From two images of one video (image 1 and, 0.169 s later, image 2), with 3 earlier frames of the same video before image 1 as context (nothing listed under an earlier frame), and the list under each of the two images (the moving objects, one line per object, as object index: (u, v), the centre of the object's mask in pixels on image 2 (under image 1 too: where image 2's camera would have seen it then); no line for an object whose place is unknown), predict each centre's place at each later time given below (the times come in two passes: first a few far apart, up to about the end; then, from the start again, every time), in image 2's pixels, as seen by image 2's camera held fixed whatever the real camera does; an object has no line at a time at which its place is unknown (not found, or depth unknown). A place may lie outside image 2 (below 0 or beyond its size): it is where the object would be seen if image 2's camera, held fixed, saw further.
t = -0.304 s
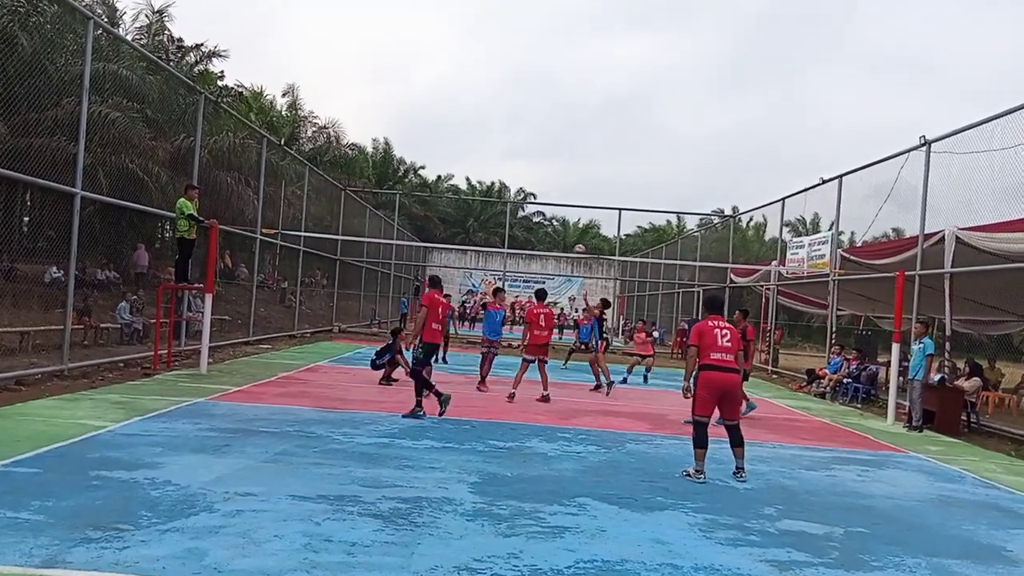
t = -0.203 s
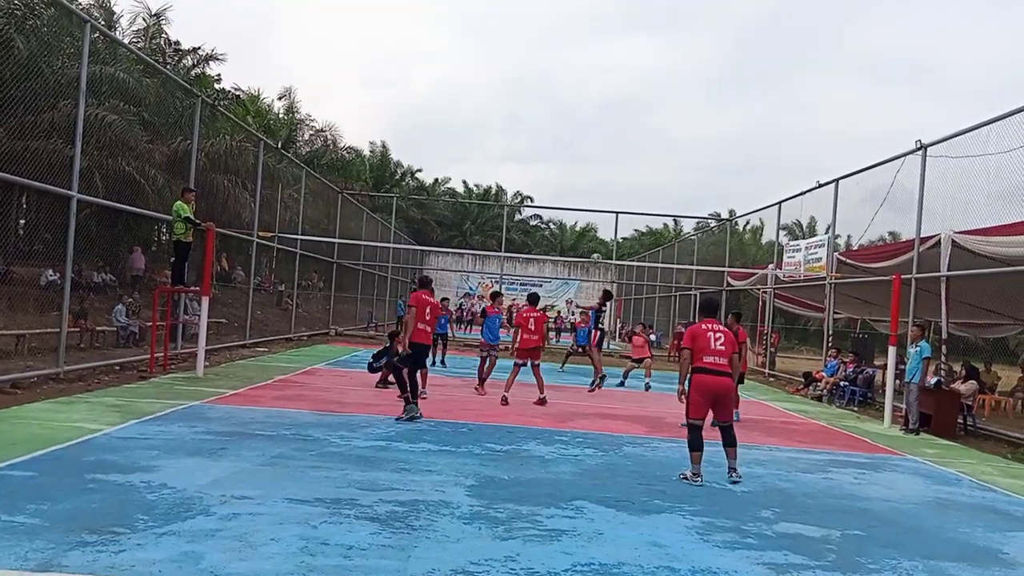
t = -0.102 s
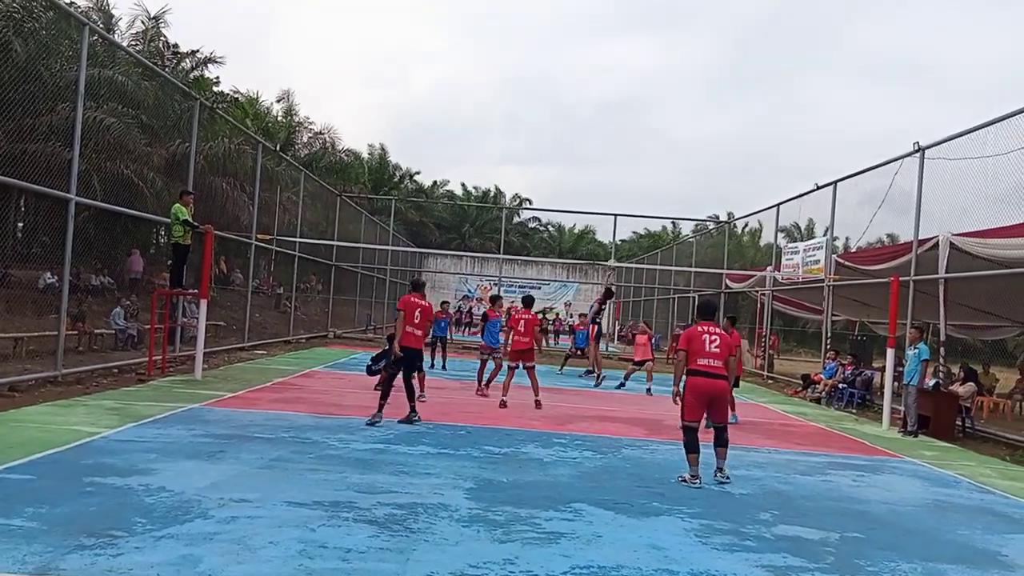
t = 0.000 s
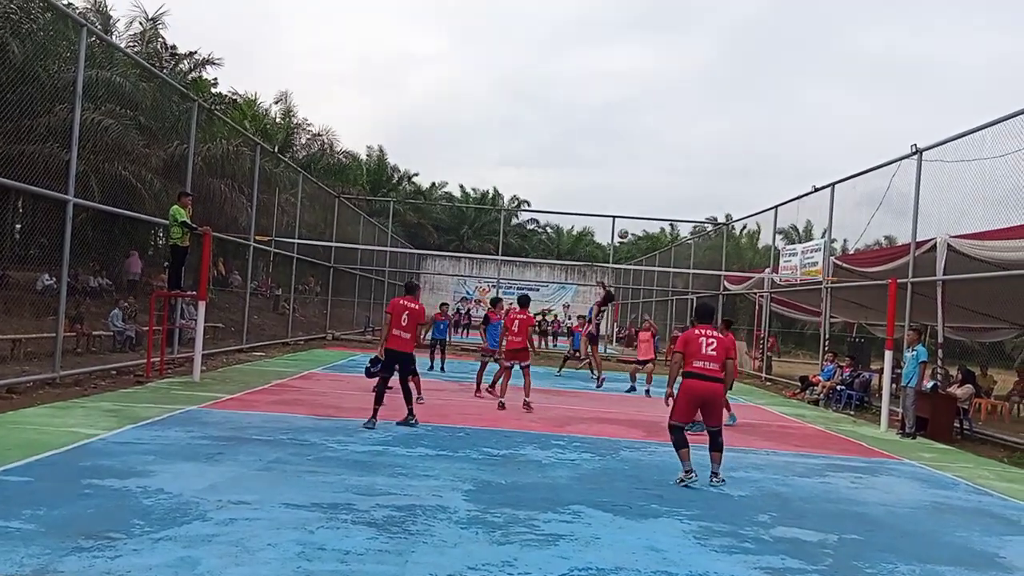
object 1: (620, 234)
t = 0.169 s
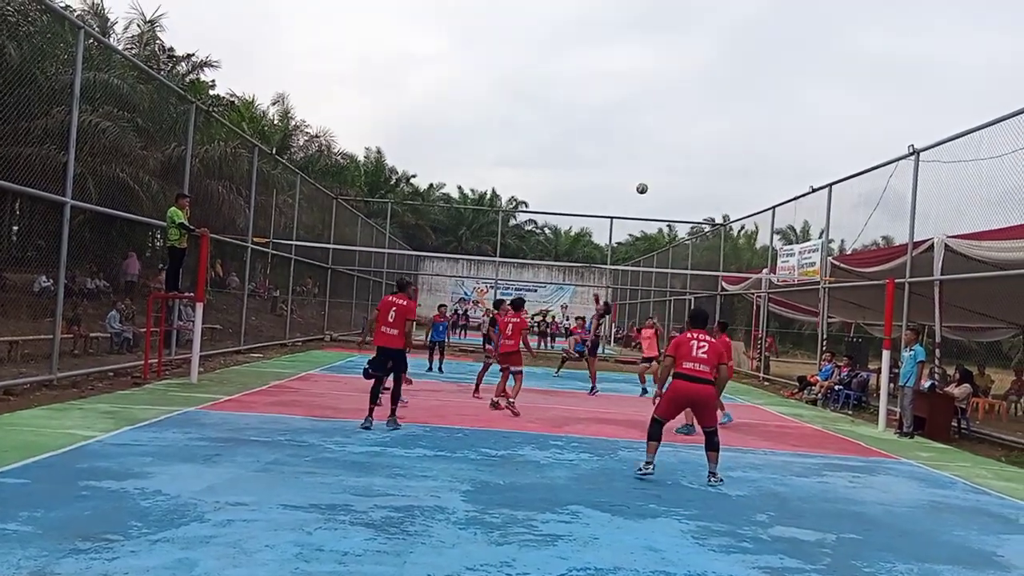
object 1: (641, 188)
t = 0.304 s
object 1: (658, 159)
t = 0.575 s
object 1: (690, 129)
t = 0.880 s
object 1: (724, 143)
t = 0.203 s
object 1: (646, 180)
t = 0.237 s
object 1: (649, 172)
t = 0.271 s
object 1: (654, 166)
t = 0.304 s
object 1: (658, 159)
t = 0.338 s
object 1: (662, 154)
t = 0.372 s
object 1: (666, 148)
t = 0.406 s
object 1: (670, 144)
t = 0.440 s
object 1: (674, 140)
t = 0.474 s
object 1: (678, 136)
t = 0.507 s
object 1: (682, 133)
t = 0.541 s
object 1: (686, 131)
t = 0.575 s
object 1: (690, 129)
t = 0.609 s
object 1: (694, 128)
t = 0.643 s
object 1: (698, 127)
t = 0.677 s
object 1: (702, 127)
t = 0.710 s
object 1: (706, 127)
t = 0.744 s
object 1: (709, 129)
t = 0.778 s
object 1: (713, 132)
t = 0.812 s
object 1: (717, 135)
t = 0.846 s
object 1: (720, 138)
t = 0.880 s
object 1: (724, 143)
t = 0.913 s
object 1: (727, 148)
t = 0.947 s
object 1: (731, 154)
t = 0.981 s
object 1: (734, 161)
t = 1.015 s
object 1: (738, 168)
